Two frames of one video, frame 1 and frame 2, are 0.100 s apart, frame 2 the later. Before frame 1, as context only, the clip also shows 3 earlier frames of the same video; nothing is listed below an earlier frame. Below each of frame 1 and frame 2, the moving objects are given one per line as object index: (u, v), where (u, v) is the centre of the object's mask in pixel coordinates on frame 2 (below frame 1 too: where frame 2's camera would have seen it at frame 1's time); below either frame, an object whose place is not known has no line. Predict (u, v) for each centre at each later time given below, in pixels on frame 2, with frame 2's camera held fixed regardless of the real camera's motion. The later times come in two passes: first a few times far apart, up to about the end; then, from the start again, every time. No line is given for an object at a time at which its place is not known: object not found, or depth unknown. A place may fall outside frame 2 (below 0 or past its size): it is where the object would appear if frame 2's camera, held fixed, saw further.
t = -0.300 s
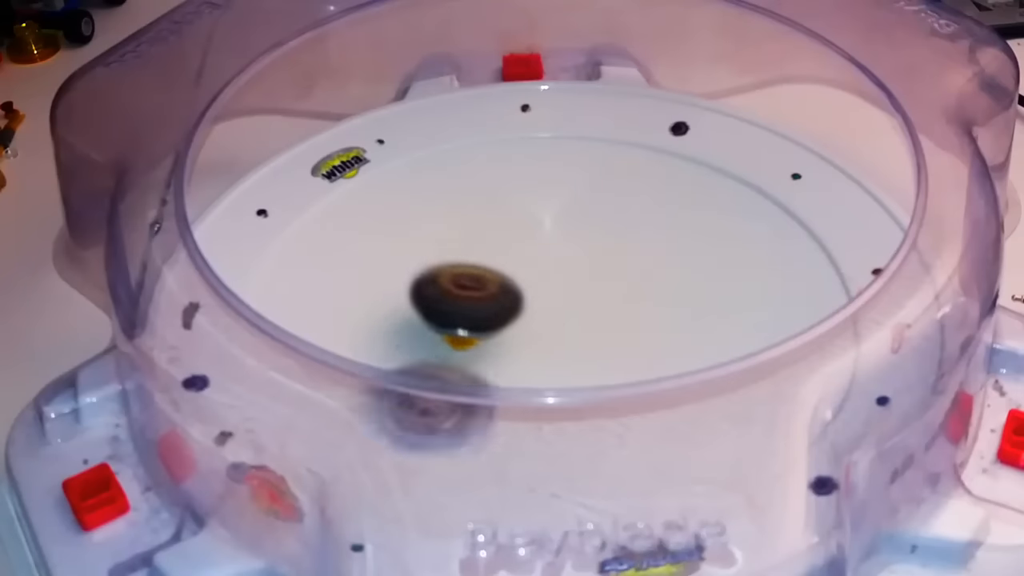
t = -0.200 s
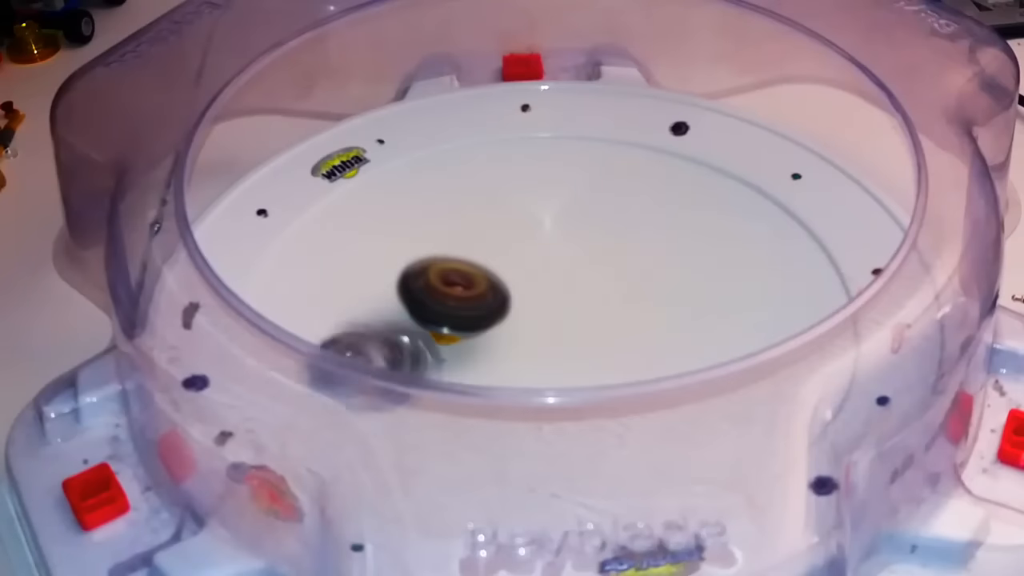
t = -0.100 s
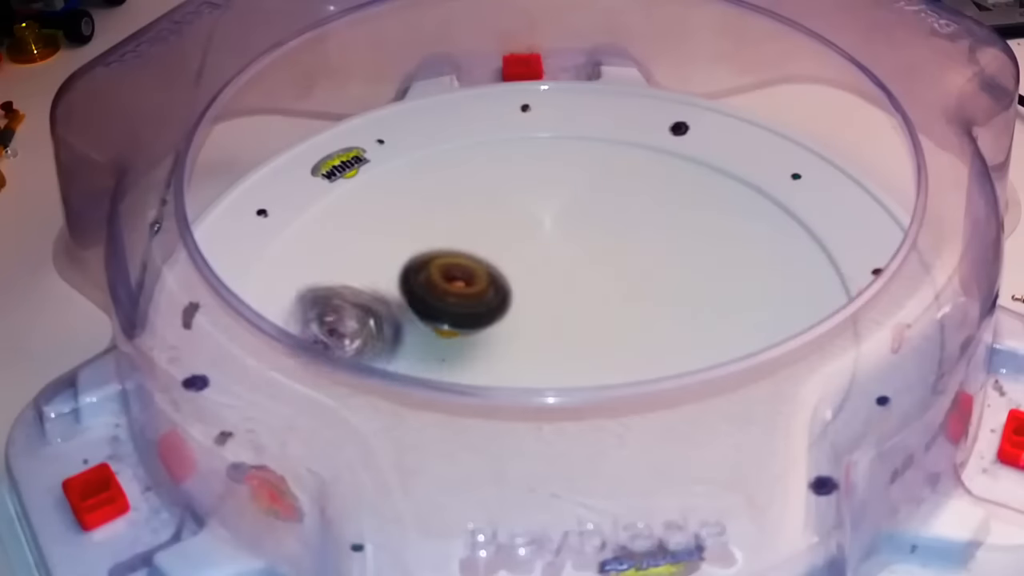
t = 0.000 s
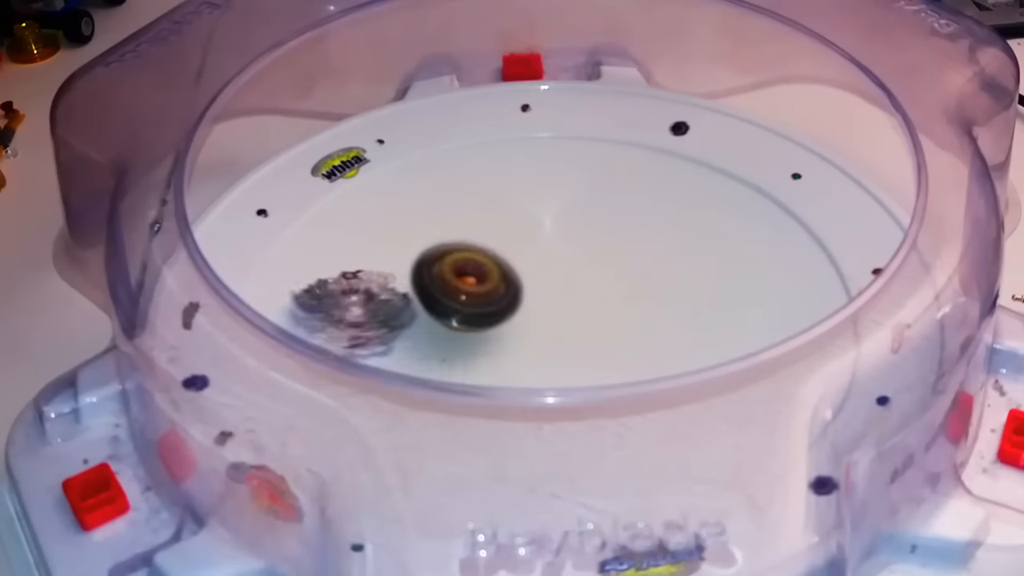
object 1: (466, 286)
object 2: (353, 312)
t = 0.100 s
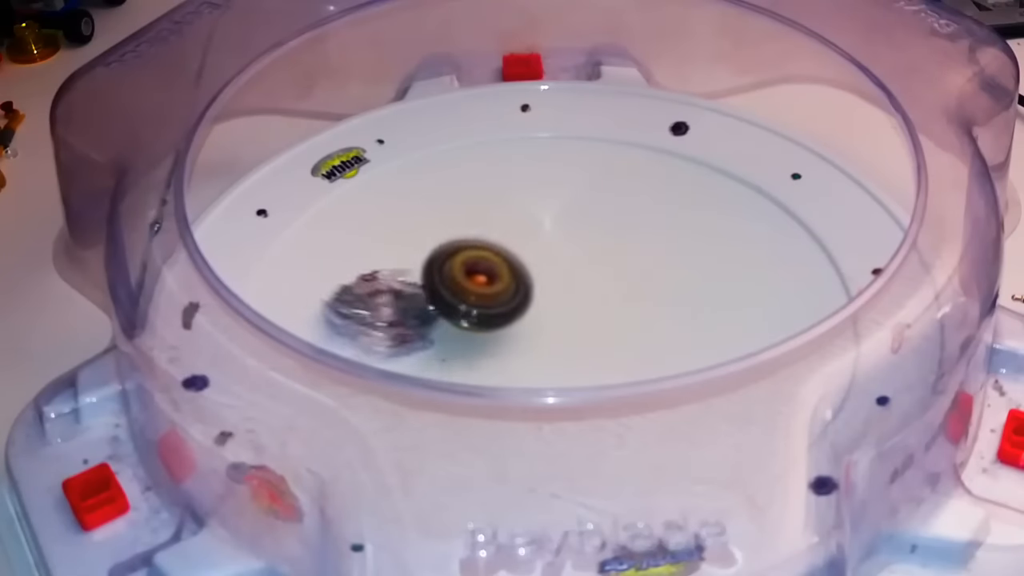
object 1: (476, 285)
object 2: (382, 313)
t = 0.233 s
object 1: (509, 277)
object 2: (409, 312)
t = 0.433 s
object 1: (556, 267)
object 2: (437, 317)
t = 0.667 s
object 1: (591, 264)
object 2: (447, 318)
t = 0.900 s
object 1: (602, 271)
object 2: (447, 318)
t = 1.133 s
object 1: (597, 298)
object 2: (447, 318)
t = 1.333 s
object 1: (577, 323)
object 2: (447, 318)
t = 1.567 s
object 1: (549, 331)
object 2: (446, 318)
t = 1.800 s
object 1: (522, 316)
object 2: (436, 319)
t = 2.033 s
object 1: (520, 298)
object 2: (437, 319)
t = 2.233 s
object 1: (534, 281)
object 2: (444, 316)
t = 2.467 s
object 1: (558, 272)
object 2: (446, 316)
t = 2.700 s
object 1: (584, 280)
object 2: (446, 316)
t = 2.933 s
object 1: (597, 301)
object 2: (446, 316)
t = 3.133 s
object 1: (589, 328)
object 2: (446, 316)
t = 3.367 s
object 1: (555, 353)
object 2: (446, 316)
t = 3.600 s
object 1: (512, 352)
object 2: (440, 311)
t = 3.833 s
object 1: (489, 327)
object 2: (426, 308)
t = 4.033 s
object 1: (510, 302)
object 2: (430, 305)
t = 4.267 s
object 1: (551, 268)
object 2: (449, 305)
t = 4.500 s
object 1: (594, 251)
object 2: (449, 306)
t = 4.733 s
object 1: (624, 257)
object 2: (449, 306)
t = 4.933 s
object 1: (622, 280)
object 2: (449, 306)
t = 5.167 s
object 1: (590, 313)
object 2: (449, 306)
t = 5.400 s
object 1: (542, 330)
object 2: (447, 304)
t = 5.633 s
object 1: (498, 325)
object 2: (433, 298)
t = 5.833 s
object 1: (491, 312)
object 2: (429, 294)
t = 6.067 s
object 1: (521, 292)
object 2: (438, 300)
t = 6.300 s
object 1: (561, 277)
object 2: (451, 300)
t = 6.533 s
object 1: (598, 274)
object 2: (451, 300)
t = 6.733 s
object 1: (612, 282)
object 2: (451, 300)
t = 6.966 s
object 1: (596, 300)
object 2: (451, 300)
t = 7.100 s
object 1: (576, 310)
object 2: (451, 300)
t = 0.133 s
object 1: (481, 284)
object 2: (392, 313)
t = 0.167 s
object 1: (490, 282)
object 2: (397, 312)
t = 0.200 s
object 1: (499, 279)
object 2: (403, 312)
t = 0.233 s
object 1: (509, 277)
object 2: (409, 312)
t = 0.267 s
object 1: (517, 275)
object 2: (415, 313)
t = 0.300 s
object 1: (525, 274)
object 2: (420, 314)
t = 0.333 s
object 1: (533, 272)
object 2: (425, 315)
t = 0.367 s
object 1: (541, 270)
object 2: (430, 316)
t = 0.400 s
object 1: (549, 268)
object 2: (434, 316)
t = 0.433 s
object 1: (556, 267)
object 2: (437, 317)
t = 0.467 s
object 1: (564, 266)
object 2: (439, 317)
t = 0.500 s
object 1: (570, 265)
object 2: (441, 317)
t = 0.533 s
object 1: (576, 265)
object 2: (444, 317)
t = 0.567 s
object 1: (581, 264)
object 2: (445, 317)
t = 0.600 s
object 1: (585, 264)
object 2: (446, 318)
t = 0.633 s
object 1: (588, 264)
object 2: (447, 318)
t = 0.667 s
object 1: (591, 264)
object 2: (447, 318)
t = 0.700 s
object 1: (594, 264)
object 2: (447, 318)
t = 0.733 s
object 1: (596, 264)
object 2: (447, 317)
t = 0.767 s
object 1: (598, 264)
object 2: (447, 318)
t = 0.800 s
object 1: (599, 266)
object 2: (447, 318)
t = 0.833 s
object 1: (600, 267)
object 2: (447, 318)
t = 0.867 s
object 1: (602, 269)
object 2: (447, 318)
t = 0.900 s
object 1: (602, 271)
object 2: (447, 318)
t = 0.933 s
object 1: (602, 273)
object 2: (447, 318)
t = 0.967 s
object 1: (602, 276)
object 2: (447, 318)
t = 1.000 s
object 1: (602, 280)
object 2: (447, 318)
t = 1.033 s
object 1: (601, 283)
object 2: (447, 318)
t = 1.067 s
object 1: (600, 288)
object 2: (447, 318)
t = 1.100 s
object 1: (599, 293)
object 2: (447, 318)
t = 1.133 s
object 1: (597, 298)
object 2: (447, 318)
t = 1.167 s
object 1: (594, 303)
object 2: (447, 318)
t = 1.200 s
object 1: (591, 308)
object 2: (447, 318)
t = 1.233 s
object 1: (588, 312)
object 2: (447, 318)
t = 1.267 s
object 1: (585, 316)
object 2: (447, 318)
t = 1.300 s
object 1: (581, 319)
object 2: (447, 318)
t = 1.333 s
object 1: (577, 323)
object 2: (447, 318)
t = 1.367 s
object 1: (573, 325)
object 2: (447, 318)
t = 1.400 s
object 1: (569, 327)
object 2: (447, 318)
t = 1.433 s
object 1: (565, 329)
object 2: (447, 318)
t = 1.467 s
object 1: (560, 330)
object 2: (447, 318)
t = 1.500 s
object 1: (557, 331)
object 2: (447, 318)
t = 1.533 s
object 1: (553, 331)
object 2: (447, 318)
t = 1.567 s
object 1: (549, 331)
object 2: (446, 318)
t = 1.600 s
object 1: (545, 329)
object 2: (445, 317)
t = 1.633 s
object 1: (540, 328)
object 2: (443, 317)
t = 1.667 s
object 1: (536, 326)
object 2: (442, 317)
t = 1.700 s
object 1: (533, 324)
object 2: (440, 318)
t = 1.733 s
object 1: (529, 321)
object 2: (439, 318)
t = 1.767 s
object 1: (525, 319)
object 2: (438, 318)
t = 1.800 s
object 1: (522, 316)
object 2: (436, 319)
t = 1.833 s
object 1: (520, 314)
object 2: (436, 320)
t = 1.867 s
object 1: (518, 311)
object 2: (435, 320)
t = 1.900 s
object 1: (517, 308)
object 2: (435, 319)
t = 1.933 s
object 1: (518, 306)
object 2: (434, 318)
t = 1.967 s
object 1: (520, 303)
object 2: (435, 318)
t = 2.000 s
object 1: (520, 301)
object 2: (436, 318)
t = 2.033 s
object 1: (520, 298)
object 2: (437, 319)
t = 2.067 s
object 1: (522, 296)
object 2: (438, 318)
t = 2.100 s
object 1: (525, 293)
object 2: (439, 317)
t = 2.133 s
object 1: (527, 290)
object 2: (440, 317)
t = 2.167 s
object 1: (529, 287)
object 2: (441, 317)
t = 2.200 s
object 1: (531, 284)
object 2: (442, 317)
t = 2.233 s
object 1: (534, 281)
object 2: (444, 316)
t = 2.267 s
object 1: (536, 279)
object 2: (444, 316)
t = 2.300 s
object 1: (539, 277)
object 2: (444, 316)
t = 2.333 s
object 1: (543, 275)
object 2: (445, 316)
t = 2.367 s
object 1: (546, 274)
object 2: (445, 316)
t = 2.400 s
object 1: (550, 273)
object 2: (446, 316)
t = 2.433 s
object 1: (554, 272)
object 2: (446, 316)
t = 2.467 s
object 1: (558, 272)
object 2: (446, 316)
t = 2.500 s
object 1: (562, 272)
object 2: (446, 316)
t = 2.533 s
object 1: (567, 272)
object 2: (446, 316)
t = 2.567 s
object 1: (571, 273)
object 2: (446, 316)
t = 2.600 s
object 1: (574, 274)
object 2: (446, 316)
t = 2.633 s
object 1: (578, 276)
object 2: (446, 316)
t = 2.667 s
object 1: (581, 277)
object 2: (446, 316)
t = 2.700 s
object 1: (584, 280)
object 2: (446, 316)
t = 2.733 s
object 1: (587, 282)
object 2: (446, 316)
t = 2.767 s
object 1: (591, 284)
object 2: (446, 316)
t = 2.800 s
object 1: (593, 287)
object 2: (446, 316)
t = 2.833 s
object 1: (595, 290)
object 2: (446, 316)
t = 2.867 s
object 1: (596, 294)
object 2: (446, 316)
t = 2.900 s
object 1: (597, 297)
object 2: (446, 316)
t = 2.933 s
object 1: (597, 301)
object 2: (446, 316)
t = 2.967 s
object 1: (597, 305)
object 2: (446, 316)
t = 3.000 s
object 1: (596, 308)
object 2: (446, 316)
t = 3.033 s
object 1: (595, 313)
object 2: (446, 316)
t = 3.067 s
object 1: (593, 317)
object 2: (446, 316)
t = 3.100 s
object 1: (591, 322)
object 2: (446, 316)
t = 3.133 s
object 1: (589, 328)
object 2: (446, 316)
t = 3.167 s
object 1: (586, 334)
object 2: (446, 316)
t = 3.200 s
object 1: (582, 339)
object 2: (446, 316)
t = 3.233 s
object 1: (577, 343)
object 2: (446, 316)
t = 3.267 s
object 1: (572, 346)
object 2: (446, 316)
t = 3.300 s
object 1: (567, 349)
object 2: (446, 316)
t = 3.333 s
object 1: (561, 352)
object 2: (446, 316)
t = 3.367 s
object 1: (555, 353)
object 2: (446, 316)
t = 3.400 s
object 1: (549, 355)
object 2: (446, 316)
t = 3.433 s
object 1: (543, 355)
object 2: (446, 316)
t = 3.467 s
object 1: (537, 356)
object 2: (445, 315)
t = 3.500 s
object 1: (530, 356)
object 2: (444, 314)
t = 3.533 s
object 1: (523, 355)
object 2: (443, 313)
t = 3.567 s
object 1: (518, 354)
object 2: (442, 312)
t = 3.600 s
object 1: (512, 352)
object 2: (440, 311)
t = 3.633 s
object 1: (506, 351)
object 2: (439, 309)
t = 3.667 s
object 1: (502, 348)
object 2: (438, 309)
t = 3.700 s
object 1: (497, 344)
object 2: (435, 307)
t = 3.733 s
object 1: (495, 342)
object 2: (434, 307)
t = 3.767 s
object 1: (491, 336)
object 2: (430, 307)
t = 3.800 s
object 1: (489, 331)
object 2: (426, 308)
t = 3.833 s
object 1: (489, 327)
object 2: (426, 308)
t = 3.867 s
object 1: (490, 322)
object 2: (425, 307)
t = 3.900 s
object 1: (492, 318)
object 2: (425, 304)
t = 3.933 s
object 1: (496, 315)
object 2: (423, 304)
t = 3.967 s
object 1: (501, 311)
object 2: (425, 303)
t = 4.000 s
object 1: (505, 307)
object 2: (428, 304)
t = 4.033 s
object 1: (510, 302)
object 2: (430, 305)
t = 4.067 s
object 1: (517, 296)
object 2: (434, 306)
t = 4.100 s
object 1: (521, 292)
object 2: (436, 306)
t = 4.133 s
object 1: (527, 286)
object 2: (441, 307)
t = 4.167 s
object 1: (533, 282)
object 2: (443, 306)
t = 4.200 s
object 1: (540, 277)
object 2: (446, 306)
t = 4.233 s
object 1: (545, 272)
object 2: (448, 305)
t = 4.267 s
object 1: (551, 268)
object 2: (449, 305)
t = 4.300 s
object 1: (557, 265)
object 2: (449, 305)
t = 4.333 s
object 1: (563, 262)
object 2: (449, 305)
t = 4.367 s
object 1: (570, 259)
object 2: (449, 305)
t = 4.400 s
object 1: (576, 256)
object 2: (449, 305)
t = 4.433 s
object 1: (582, 254)
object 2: (449, 306)
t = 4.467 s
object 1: (589, 252)
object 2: (449, 306)
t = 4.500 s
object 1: (594, 251)
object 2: (449, 306)
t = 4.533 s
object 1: (600, 250)
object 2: (449, 306)
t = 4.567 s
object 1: (605, 249)
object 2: (449, 306)
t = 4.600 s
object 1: (610, 249)
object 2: (449, 306)
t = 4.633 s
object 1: (615, 250)
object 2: (449, 306)
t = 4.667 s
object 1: (618, 252)
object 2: (449, 306)
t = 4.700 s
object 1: (621, 254)
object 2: (449, 306)
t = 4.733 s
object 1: (624, 257)
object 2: (449, 306)
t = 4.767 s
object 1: (626, 259)
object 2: (449, 306)
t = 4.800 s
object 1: (627, 263)
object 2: (449, 306)
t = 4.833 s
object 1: (627, 267)
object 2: (449, 306)
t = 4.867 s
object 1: (626, 271)
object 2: (449, 306)
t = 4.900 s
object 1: (625, 276)
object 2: (449, 306)
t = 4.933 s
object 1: (622, 280)
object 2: (449, 306)
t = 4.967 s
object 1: (620, 285)
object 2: (449, 306)
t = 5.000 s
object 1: (616, 290)
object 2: (449, 306)
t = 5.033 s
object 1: (612, 295)
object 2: (449, 306)
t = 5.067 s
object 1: (607, 300)
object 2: (449, 306)
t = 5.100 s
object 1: (602, 304)
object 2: (449, 306)
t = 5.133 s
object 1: (596, 309)
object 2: (449, 306)
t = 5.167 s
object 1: (590, 313)
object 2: (449, 306)
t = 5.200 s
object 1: (583, 317)
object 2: (449, 306)
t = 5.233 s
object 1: (577, 320)
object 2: (449, 306)
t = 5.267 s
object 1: (570, 323)
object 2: (449, 306)
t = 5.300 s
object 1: (563, 326)
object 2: (449, 306)
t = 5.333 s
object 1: (556, 328)
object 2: (449, 305)
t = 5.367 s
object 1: (548, 329)
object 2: (448, 305)
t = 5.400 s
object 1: (542, 330)
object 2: (447, 304)
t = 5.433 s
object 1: (534, 331)
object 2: (445, 303)
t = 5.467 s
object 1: (527, 331)
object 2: (443, 302)
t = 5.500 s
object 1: (520, 331)
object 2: (442, 301)
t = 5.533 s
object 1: (514, 330)
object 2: (440, 300)
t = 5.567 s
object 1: (508, 329)
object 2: (438, 299)
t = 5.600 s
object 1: (503, 327)
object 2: (437, 299)
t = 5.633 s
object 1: (498, 325)
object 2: (433, 298)
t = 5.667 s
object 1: (494, 322)
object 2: (431, 297)
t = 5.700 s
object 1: (490, 320)
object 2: (429, 297)
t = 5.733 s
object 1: (488, 318)
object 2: (429, 297)
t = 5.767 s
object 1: (488, 315)
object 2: (430, 296)
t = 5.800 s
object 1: (489, 314)
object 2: (430, 294)
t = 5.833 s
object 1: (491, 312)
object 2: (429, 294)
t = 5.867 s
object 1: (494, 309)
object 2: (429, 294)
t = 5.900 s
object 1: (498, 307)
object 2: (428, 295)
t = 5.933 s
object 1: (501, 304)
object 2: (428, 296)
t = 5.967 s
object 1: (505, 301)
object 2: (431, 298)
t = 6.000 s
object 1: (510, 298)
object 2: (433, 298)
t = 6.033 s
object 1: (515, 295)
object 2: (435, 299)
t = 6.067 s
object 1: (521, 292)
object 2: (438, 300)
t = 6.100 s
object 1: (525, 290)
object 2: (440, 300)
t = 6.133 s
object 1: (531, 287)
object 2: (443, 301)
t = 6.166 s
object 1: (537, 284)
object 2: (446, 301)
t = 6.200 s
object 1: (543, 282)
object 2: (447, 300)
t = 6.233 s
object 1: (549, 280)
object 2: (449, 300)
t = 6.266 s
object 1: (555, 278)
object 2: (450, 300)
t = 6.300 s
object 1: (561, 277)
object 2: (451, 300)
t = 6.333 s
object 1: (567, 276)
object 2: (451, 300)
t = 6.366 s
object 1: (573, 275)
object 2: (451, 300)
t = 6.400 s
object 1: (579, 274)
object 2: (451, 300)
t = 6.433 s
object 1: (584, 273)
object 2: (451, 300)
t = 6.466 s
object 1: (589, 273)
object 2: (451, 300)
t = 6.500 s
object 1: (594, 273)
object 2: (451, 300)
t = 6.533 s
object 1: (598, 274)
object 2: (451, 300)
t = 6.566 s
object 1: (602, 275)
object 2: (451, 300)
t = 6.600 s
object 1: (605, 275)
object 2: (451, 300)
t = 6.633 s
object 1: (608, 277)
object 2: (451, 300)
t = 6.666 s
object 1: (610, 278)
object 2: (451, 300)
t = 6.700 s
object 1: (611, 280)
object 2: (451, 299)
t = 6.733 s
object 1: (612, 282)
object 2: (451, 300)
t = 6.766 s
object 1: (611, 284)
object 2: (451, 300)
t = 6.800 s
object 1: (611, 286)
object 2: (451, 300)
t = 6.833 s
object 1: (609, 289)
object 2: (451, 300)
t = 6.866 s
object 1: (607, 291)
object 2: (451, 300)
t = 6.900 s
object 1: (604, 294)
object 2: (451, 300)
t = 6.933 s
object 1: (600, 297)
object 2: (451, 300)
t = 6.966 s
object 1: (596, 300)
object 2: (451, 300)
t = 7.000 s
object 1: (591, 303)
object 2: (451, 300)
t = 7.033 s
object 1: (586, 305)
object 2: (451, 300)
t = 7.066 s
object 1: (581, 308)
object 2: (451, 300)
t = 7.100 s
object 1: (576, 310)
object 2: (451, 300)
